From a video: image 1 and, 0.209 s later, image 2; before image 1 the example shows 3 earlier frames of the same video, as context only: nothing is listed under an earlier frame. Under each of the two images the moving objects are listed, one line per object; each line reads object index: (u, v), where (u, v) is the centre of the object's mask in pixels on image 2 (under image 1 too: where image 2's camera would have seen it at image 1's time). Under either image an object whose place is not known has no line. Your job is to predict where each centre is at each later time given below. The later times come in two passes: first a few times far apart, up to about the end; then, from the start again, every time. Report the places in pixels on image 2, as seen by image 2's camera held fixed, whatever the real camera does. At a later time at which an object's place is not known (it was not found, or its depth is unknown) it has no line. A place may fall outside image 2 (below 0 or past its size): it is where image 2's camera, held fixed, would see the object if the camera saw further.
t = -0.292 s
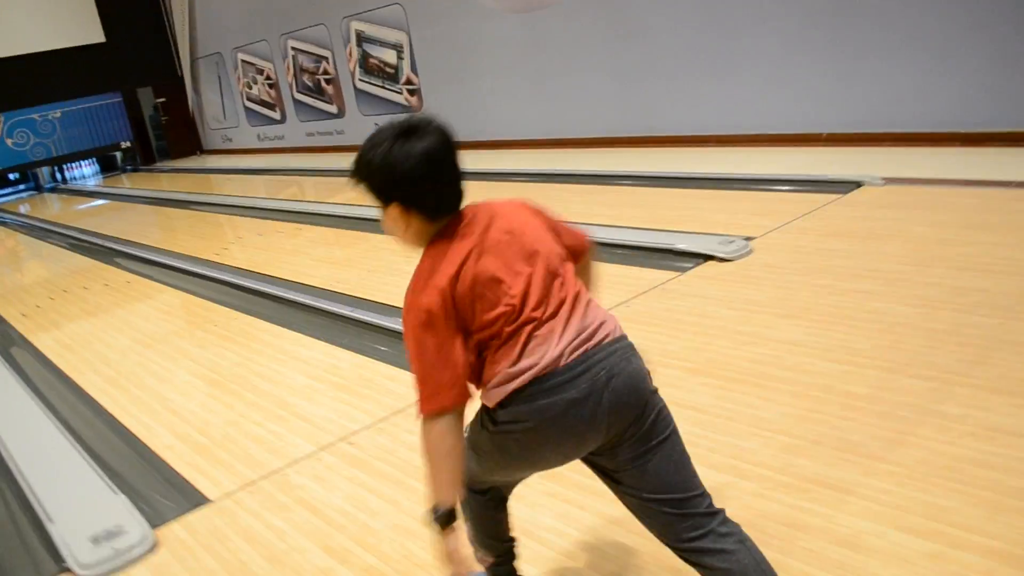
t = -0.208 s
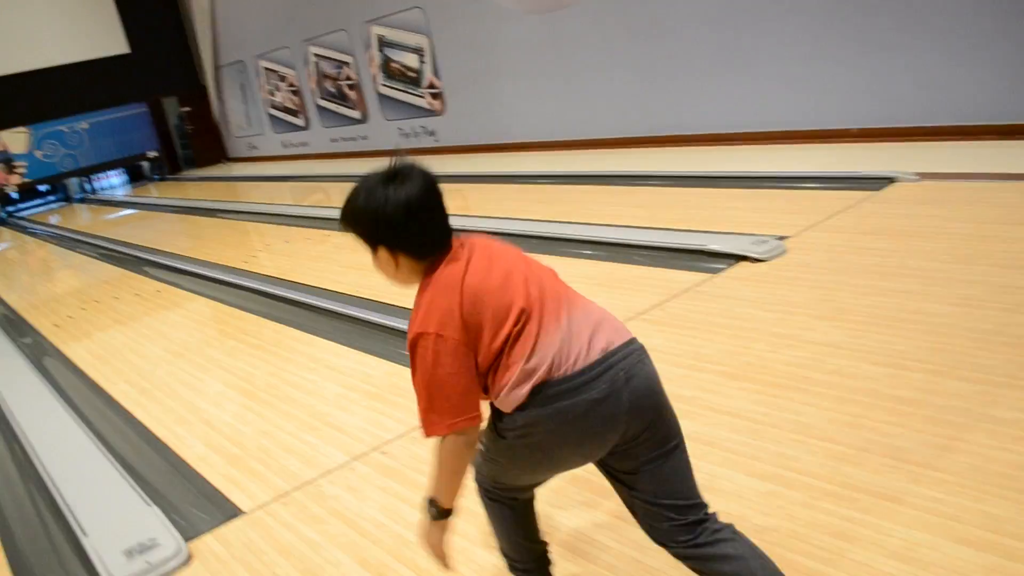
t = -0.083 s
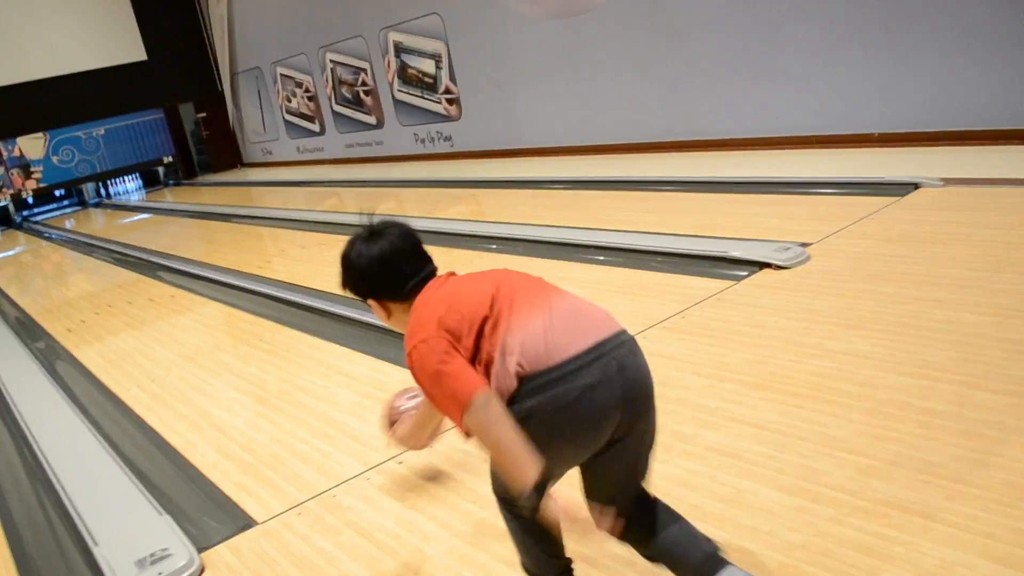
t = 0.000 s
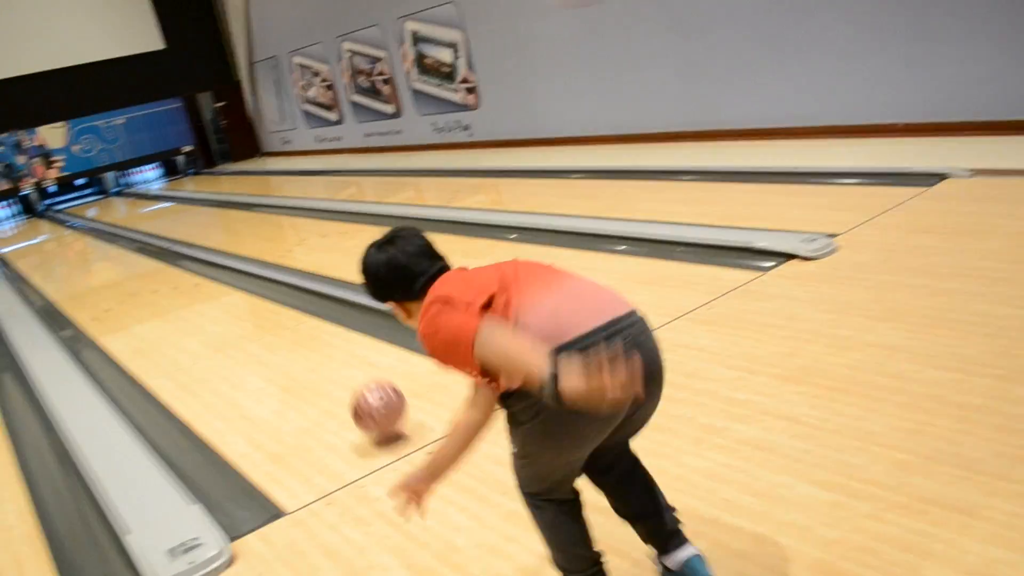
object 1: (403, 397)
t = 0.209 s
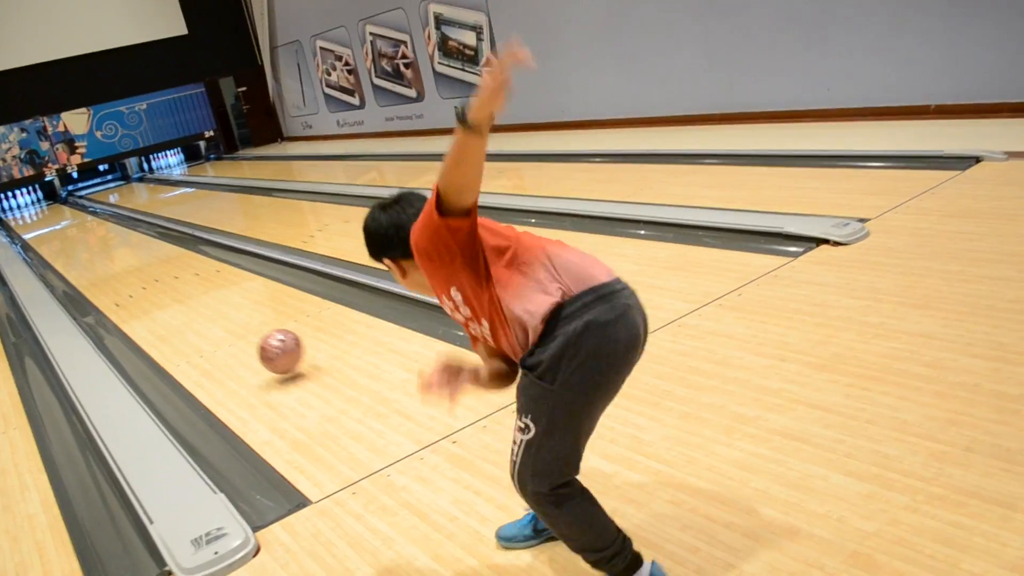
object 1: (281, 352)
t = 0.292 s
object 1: (248, 345)
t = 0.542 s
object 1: (168, 316)
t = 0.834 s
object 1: (106, 293)
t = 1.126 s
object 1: (61, 279)
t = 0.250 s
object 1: (265, 353)
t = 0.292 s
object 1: (248, 345)
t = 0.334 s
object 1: (232, 340)
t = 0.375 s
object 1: (217, 334)
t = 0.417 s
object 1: (203, 329)
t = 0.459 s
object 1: (190, 324)
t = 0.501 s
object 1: (179, 320)
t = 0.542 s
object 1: (168, 316)
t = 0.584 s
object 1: (157, 312)
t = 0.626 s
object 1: (147, 308)
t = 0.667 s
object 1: (138, 305)
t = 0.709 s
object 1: (130, 302)
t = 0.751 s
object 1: (121, 299)
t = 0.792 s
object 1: (114, 296)
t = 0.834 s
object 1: (106, 293)
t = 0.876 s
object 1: (99, 290)
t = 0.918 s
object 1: (93, 288)
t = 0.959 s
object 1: (86, 286)
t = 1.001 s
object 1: (80, 284)
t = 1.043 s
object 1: (74, 281)
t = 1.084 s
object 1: (67, 280)
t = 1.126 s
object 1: (61, 279)
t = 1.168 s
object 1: (56, 280)
